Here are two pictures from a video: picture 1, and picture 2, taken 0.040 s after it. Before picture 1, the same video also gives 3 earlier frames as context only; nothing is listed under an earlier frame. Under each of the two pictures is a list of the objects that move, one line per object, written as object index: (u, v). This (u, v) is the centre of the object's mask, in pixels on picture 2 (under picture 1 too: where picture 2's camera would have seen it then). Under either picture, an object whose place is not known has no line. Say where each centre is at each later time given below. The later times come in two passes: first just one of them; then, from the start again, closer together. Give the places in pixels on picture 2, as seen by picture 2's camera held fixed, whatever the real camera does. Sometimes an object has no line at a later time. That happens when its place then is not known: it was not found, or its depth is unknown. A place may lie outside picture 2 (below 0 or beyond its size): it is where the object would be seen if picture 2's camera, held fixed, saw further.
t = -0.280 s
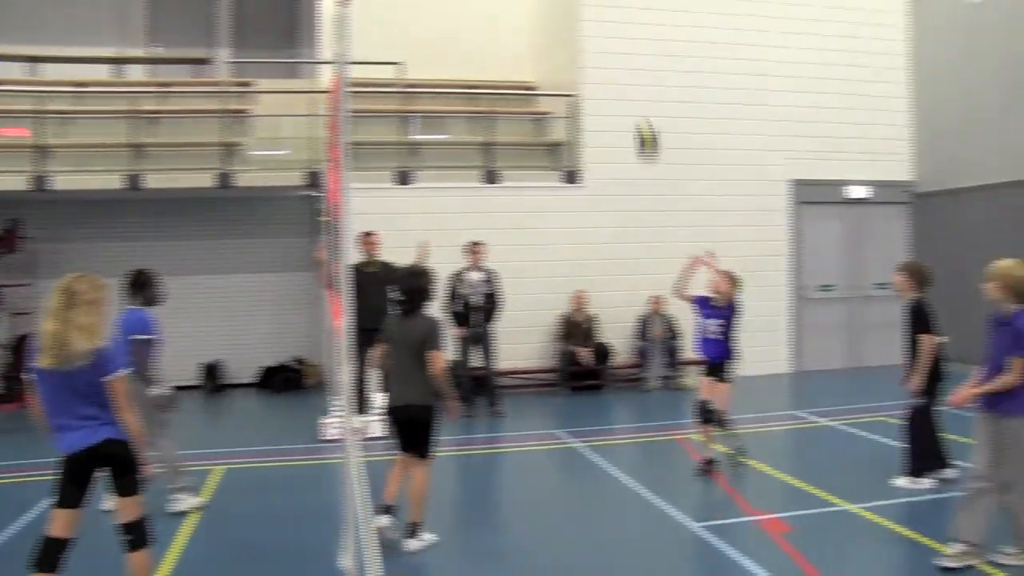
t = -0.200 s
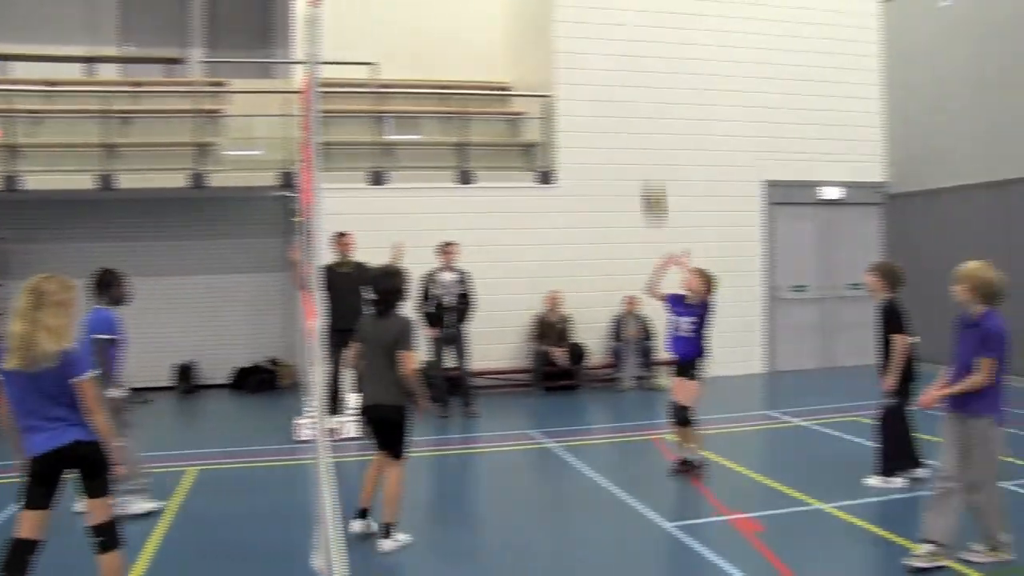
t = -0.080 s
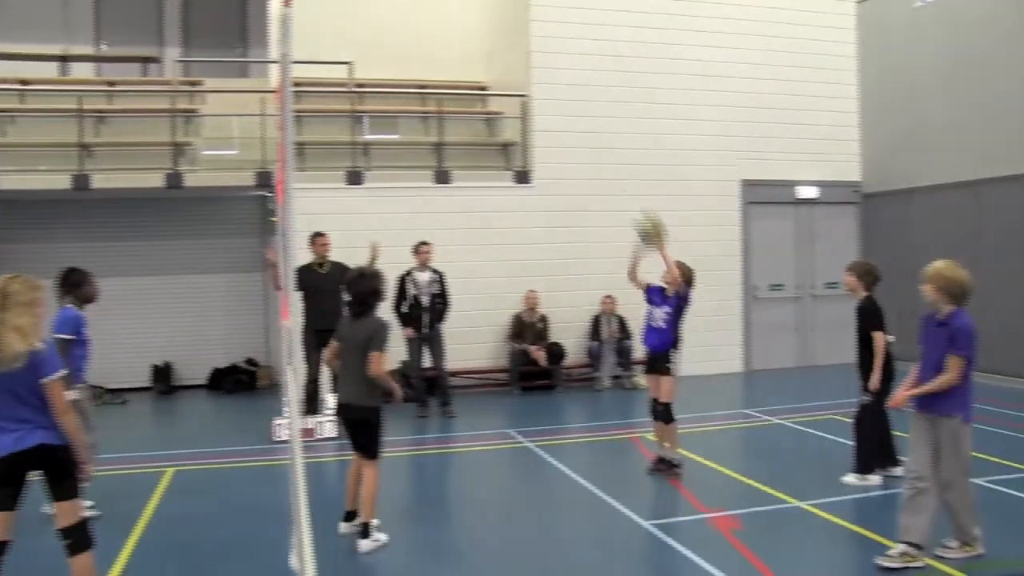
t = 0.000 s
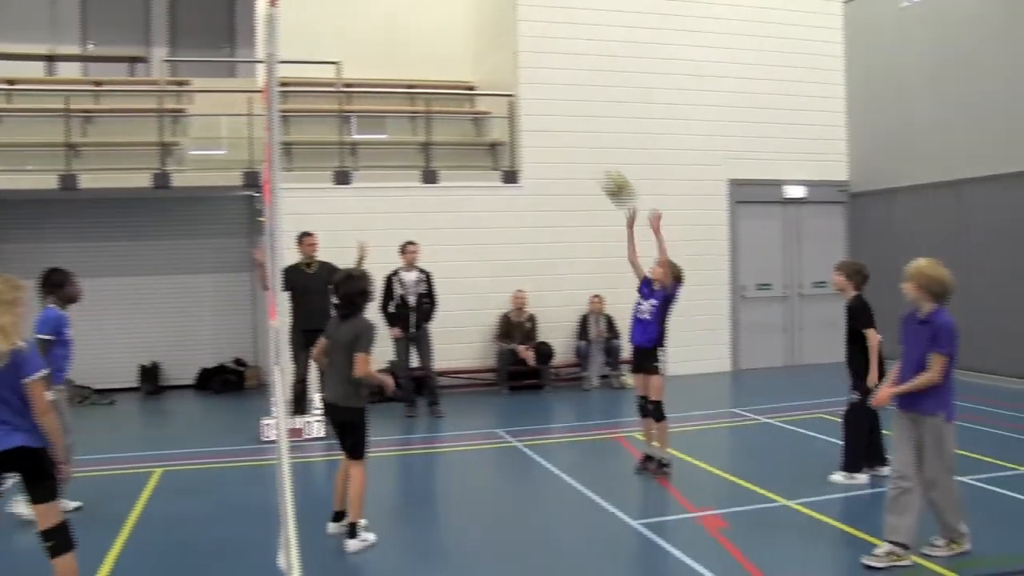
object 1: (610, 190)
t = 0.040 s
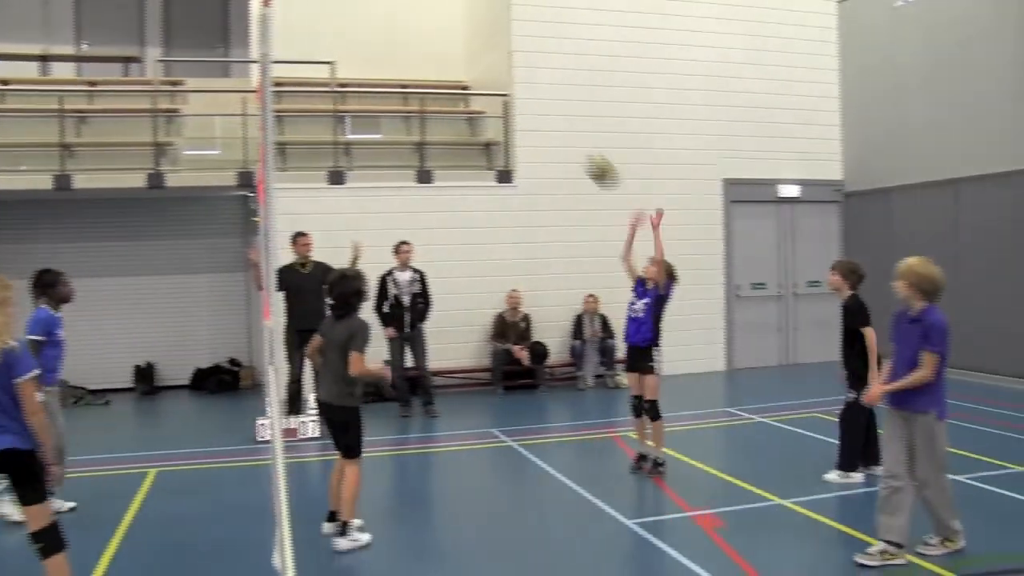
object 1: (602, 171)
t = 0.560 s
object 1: (457, 136)
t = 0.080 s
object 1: (590, 156)
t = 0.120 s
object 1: (578, 142)
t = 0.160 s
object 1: (568, 130)
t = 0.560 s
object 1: (457, 136)
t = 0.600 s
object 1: (445, 150)
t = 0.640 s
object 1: (434, 166)
